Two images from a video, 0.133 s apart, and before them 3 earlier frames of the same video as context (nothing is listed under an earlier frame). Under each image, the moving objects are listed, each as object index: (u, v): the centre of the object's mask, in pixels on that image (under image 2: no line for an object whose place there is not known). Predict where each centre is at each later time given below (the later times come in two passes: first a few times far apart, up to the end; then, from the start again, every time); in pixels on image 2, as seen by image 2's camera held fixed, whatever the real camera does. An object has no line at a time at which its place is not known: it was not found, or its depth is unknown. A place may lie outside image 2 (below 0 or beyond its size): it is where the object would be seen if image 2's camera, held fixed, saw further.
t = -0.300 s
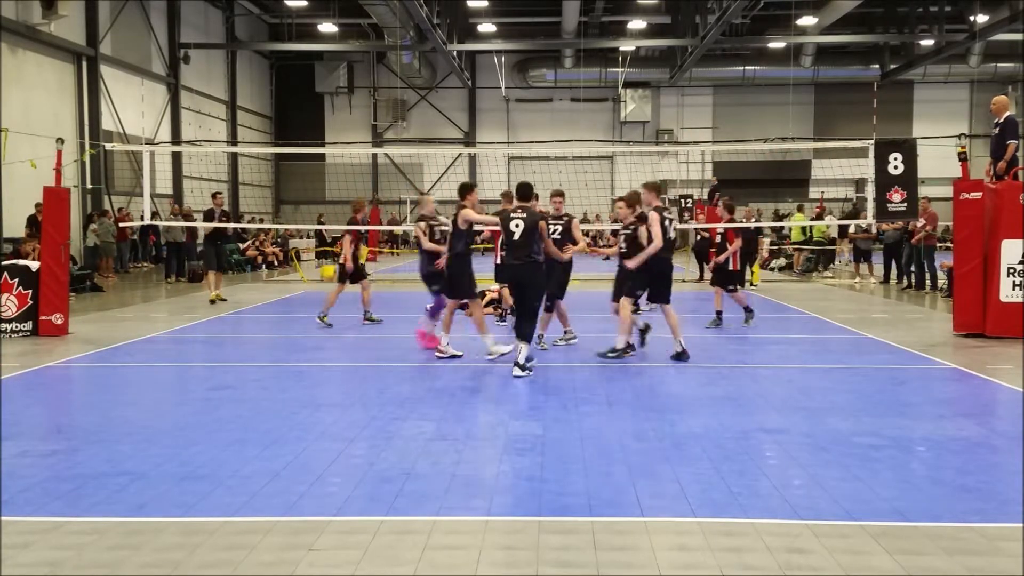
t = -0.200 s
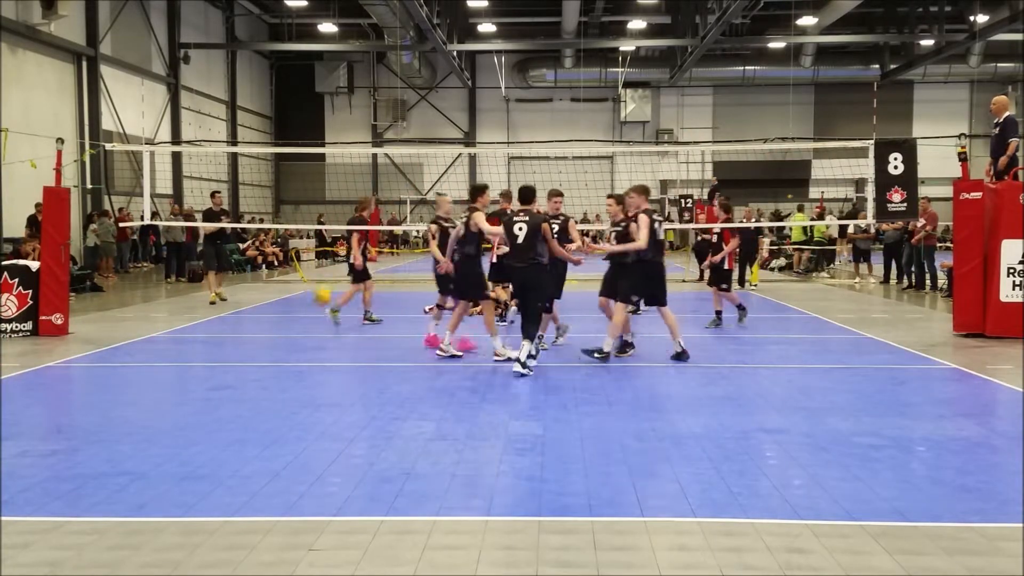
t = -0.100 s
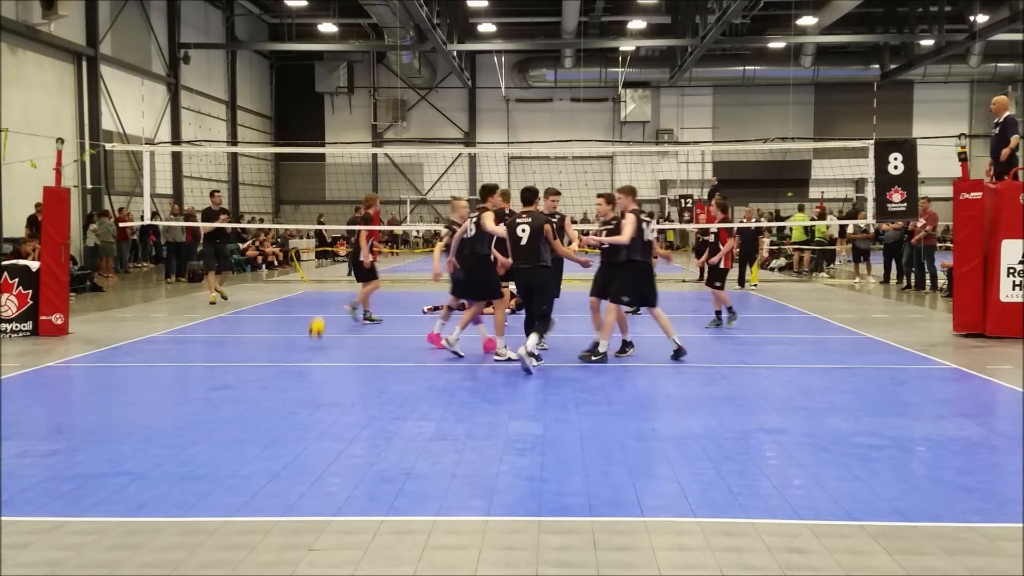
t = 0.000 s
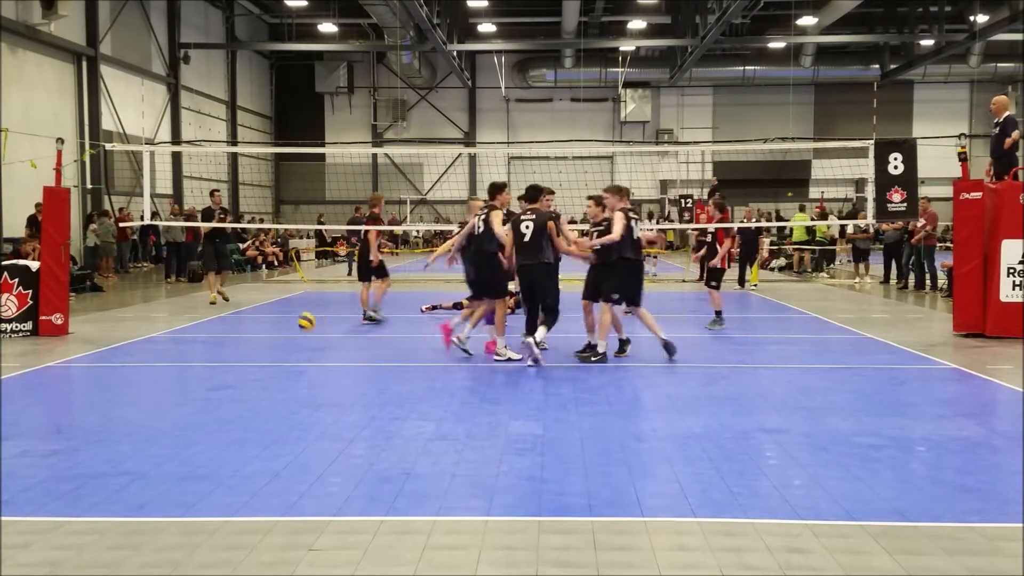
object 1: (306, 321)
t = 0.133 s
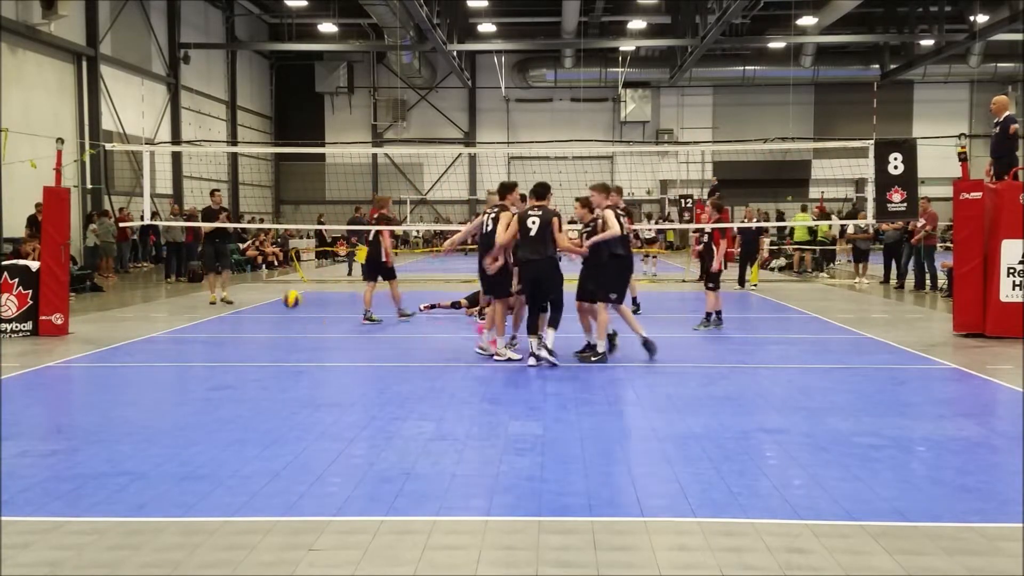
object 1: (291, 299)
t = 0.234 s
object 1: (280, 291)
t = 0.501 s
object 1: (247, 315)
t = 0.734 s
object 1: (216, 335)
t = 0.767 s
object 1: (212, 330)
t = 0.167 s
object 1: (288, 295)
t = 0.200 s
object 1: (284, 292)
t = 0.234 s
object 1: (280, 291)
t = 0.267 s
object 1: (276, 290)
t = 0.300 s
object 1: (272, 291)
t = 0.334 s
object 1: (267, 292)
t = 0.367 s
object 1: (263, 294)
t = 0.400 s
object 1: (259, 298)
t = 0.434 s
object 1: (256, 302)
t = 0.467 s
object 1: (251, 307)
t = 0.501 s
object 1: (247, 315)
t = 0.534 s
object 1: (243, 322)
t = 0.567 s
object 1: (238, 332)
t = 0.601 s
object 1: (234, 341)
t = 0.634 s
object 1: (230, 353)
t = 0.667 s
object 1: (226, 348)
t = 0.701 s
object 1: (221, 341)
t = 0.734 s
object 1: (216, 335)
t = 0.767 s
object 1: (212, 330)
